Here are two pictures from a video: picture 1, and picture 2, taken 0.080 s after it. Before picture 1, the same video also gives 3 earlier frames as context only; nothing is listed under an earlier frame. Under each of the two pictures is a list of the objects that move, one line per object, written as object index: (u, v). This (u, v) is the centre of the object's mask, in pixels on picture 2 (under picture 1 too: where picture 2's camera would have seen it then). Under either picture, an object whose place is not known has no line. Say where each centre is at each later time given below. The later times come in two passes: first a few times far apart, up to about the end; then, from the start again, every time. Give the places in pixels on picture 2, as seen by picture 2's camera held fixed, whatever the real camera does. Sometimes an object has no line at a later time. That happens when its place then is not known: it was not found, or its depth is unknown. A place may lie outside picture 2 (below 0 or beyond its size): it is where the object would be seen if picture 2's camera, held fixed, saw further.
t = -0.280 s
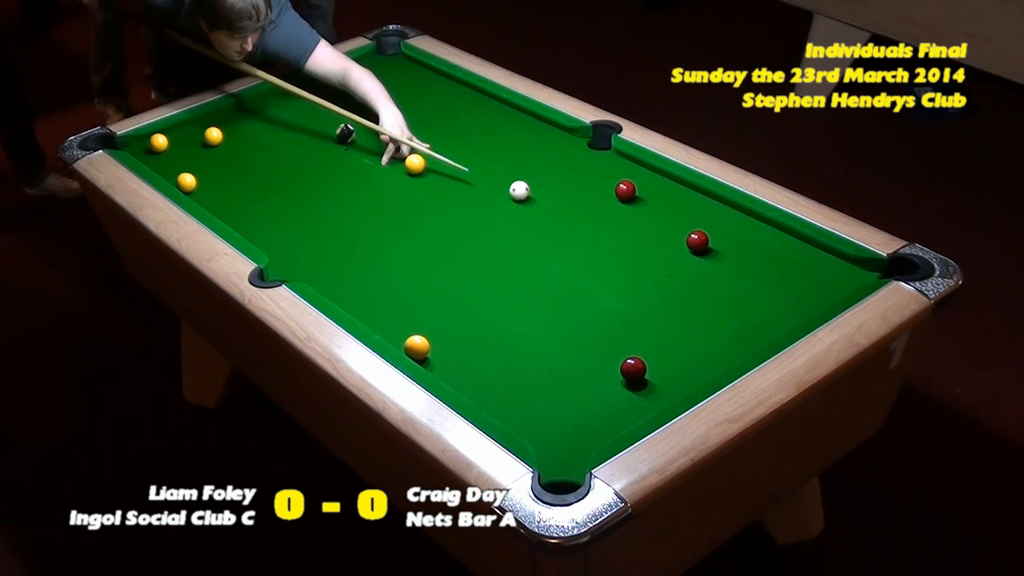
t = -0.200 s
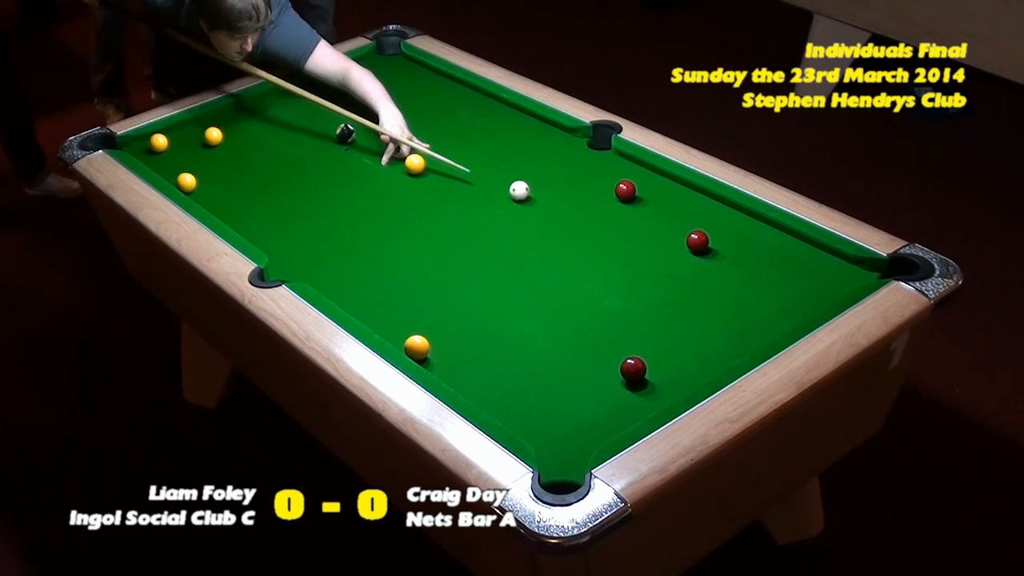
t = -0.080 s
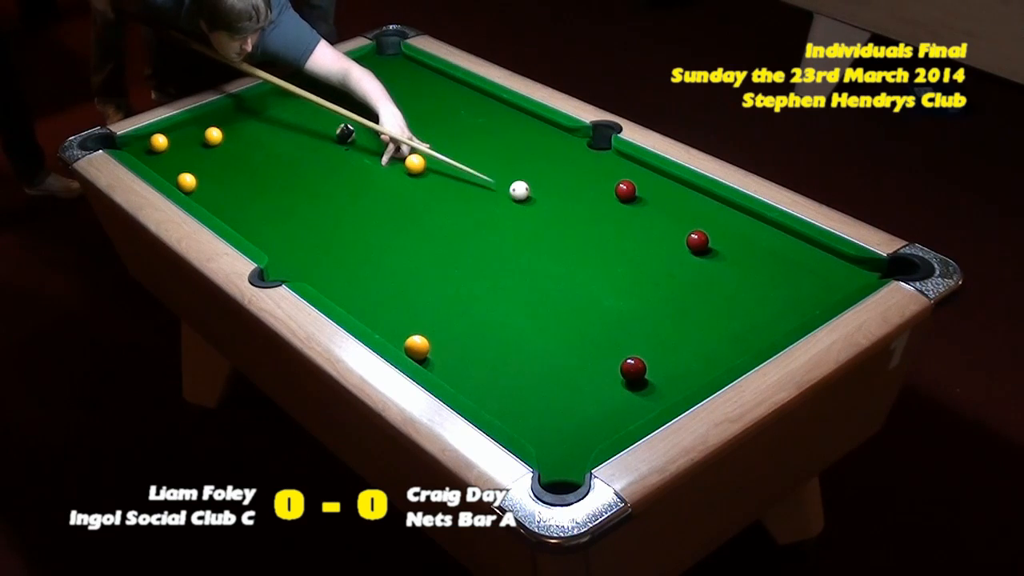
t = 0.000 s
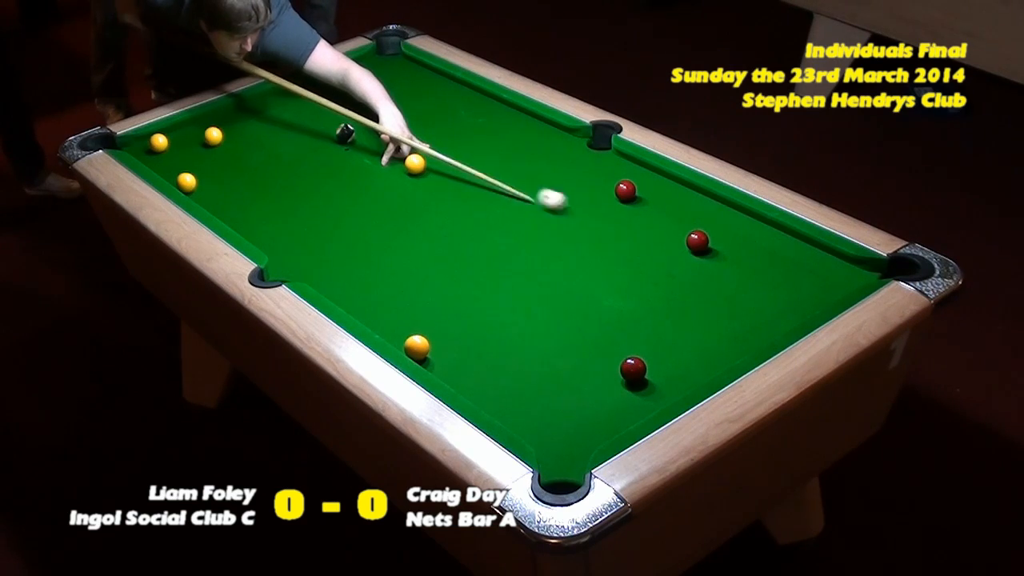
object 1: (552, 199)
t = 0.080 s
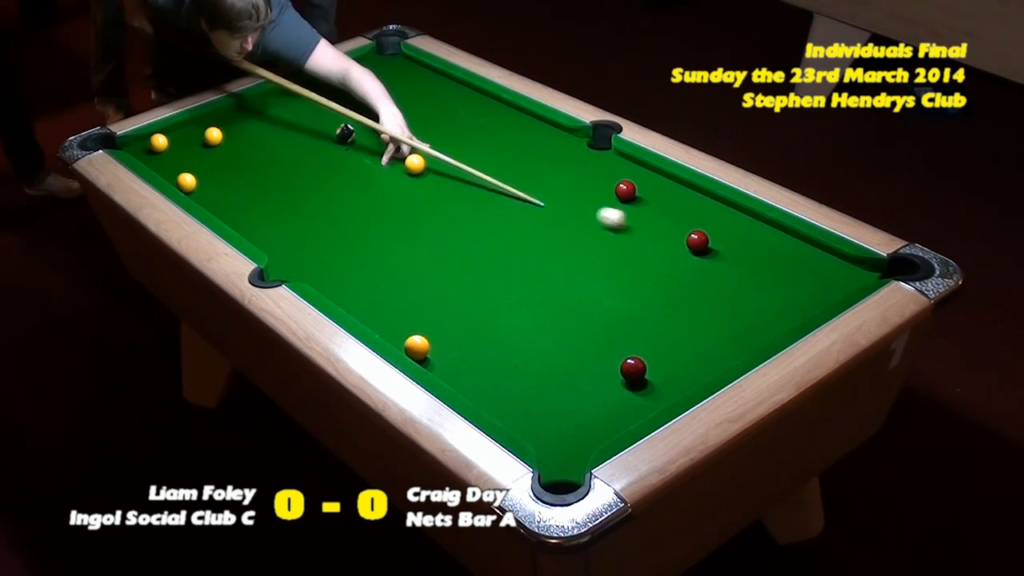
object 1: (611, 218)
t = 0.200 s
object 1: (674, 239)
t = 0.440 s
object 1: (657, 244)
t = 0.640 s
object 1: (644, 248)
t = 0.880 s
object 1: (630, 253)
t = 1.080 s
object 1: (621, 256)
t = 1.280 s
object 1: (613, 258)
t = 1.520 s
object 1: (605, 261)
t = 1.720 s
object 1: (600, 262)
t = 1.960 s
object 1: (597, 264)
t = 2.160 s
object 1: (595, 264)
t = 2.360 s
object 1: (595, 264)
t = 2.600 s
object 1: (595, 264)
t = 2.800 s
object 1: (595, 264)
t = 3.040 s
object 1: (595, 264)
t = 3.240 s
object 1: (595, 264)
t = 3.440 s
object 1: (595, 264)
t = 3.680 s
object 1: (595, 264)
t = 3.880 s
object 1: (595, 264)
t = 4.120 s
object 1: (595, 263)
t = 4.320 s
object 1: (595, 264)
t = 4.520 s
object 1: (595, 264)
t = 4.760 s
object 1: (595, 264)
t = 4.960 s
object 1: (595, 264)
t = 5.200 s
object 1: (595, 264)
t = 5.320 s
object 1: (595, 264)
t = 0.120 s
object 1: (641, 226)
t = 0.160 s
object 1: (669, 235)
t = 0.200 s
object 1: (674, 239)
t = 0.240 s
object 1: (671, 240)
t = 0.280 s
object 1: (668, 241)
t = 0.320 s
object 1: (665, 242)
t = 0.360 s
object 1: (662, 242)
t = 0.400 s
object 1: (659, 243)
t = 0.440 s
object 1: (657, 244)
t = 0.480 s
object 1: (654, 245)
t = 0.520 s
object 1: (651, 246)
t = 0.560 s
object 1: (649, 247)
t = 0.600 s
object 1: (646, 247)
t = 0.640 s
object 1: (644, 248)
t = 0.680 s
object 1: (641, 249)
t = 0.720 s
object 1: (639, 250)
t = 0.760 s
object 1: (637, 251)
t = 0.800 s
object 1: (635, 251)
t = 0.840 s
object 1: (633, 252)
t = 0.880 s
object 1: (630, 253)
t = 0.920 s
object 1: (628, 253)
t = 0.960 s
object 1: (626, 254)
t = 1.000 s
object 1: (625, 254)
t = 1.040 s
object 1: (623, 255)
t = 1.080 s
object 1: (621, 256)
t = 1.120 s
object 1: (619, 256)
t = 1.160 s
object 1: (617, 257)
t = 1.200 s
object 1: (616, 257)
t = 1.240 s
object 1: (614, 258)
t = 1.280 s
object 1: (613, 258)
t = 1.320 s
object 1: (611, 259)
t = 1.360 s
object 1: (610, 259)
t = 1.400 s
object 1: (609, 260)
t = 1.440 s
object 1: (608, 260)
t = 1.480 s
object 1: (606, 260)
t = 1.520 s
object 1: (605, 261)
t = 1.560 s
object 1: (604, 261)
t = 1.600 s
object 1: (603, 262)
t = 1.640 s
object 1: (602, 262)
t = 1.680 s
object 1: (601, 262)
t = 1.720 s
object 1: (600, 262)
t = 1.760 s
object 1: (600, 263)
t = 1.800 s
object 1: (599, 263)
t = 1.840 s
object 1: (598, 263)
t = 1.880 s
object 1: (598, 263)
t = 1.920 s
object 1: (597, 264)
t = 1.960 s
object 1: (597, 264)
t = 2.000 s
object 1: (596, 264)
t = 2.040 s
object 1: (596, 264)
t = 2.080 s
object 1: (595, 264)
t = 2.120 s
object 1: (595, 264)
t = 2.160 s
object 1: (595, 264)
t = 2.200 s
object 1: (595, 264)
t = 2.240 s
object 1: (595, 264)
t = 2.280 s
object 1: (594, 264)
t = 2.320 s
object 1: (595, 264)
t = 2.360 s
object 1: (595, 264)
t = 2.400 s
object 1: (595, 264)
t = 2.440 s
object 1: (595, 264)
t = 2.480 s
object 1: (595, 264)
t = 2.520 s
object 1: (595, 264)
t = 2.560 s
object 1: (595, 264)
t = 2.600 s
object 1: (595, 264)
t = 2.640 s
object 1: (595, 264)
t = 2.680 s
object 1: (595, 264)
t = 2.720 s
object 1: (595, 264)
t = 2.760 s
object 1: (595, 264)
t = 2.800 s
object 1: (595, 264)
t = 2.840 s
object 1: (595, 264)
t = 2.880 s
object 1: (595, 264)
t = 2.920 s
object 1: (595, 264)
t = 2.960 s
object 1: (595, 264)
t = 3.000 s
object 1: (595, 264)
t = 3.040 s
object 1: (595, 264)
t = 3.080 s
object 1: (595, 264)
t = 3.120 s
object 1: (595, 264)
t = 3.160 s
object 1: (595, 264)
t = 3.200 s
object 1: (595, 264)
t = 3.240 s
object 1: (595, 264)
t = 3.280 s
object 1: (595, 264)
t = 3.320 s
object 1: (595, 264)
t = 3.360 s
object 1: (595, 264)
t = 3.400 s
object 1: (595, 264)
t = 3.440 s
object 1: (595, 264)
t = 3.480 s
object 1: (595, 264)
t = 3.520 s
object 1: (595, 264)
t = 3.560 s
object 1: (595, 264)
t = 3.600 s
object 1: (595, 263)
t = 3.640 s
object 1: (595, 263)
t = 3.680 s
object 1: (595, 264)
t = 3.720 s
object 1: (595, 264)
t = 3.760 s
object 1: (595, 264)
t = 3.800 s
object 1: (595, 264)
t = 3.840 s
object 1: (595, 264)
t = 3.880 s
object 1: (595, 264)
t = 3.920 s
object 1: (595, 264)
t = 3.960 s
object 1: (595, 264)
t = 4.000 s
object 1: (595, 264)
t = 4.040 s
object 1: (595, 263)
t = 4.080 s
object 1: (595, 264)
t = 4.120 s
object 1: (595, 263)
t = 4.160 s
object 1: (595, 263)
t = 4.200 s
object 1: (595, 263)
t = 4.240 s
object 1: (595, 264)
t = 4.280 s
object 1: (595, 264)
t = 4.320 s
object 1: (595, 264)
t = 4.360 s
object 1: (595, 264)
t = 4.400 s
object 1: (595, 264)
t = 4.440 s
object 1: (595, 264)
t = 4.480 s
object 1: (595, 263)
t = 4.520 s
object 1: (595, 264)
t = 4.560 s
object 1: (595, 264)
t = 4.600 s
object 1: (595, 264)
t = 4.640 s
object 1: (595, 264)
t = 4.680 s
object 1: (595, 264)
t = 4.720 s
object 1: (595, 264)
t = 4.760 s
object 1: (595, 264)
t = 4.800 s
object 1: (595, 264)
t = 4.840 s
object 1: (595, 264)
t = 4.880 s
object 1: (595, 264)
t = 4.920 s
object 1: (595, 264)
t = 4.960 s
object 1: (595, 264)
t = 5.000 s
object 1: (595, 264)
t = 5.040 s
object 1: (595, 264)
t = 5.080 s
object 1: (595, 264)
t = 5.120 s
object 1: (595, 264)
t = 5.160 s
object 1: (595, 264)
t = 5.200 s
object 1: (595, 264)
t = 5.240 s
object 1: (595, 264)
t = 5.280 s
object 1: (595, 264)
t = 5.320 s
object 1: (595, 264)
